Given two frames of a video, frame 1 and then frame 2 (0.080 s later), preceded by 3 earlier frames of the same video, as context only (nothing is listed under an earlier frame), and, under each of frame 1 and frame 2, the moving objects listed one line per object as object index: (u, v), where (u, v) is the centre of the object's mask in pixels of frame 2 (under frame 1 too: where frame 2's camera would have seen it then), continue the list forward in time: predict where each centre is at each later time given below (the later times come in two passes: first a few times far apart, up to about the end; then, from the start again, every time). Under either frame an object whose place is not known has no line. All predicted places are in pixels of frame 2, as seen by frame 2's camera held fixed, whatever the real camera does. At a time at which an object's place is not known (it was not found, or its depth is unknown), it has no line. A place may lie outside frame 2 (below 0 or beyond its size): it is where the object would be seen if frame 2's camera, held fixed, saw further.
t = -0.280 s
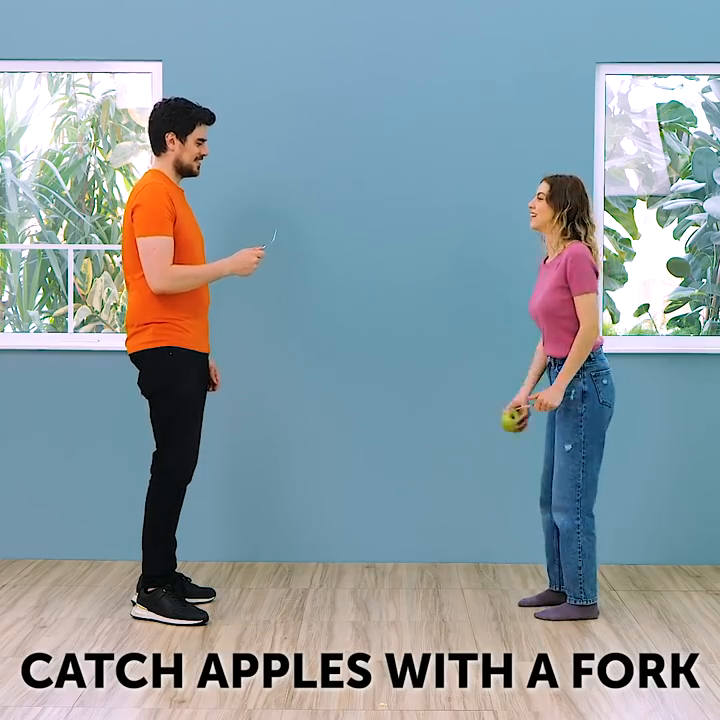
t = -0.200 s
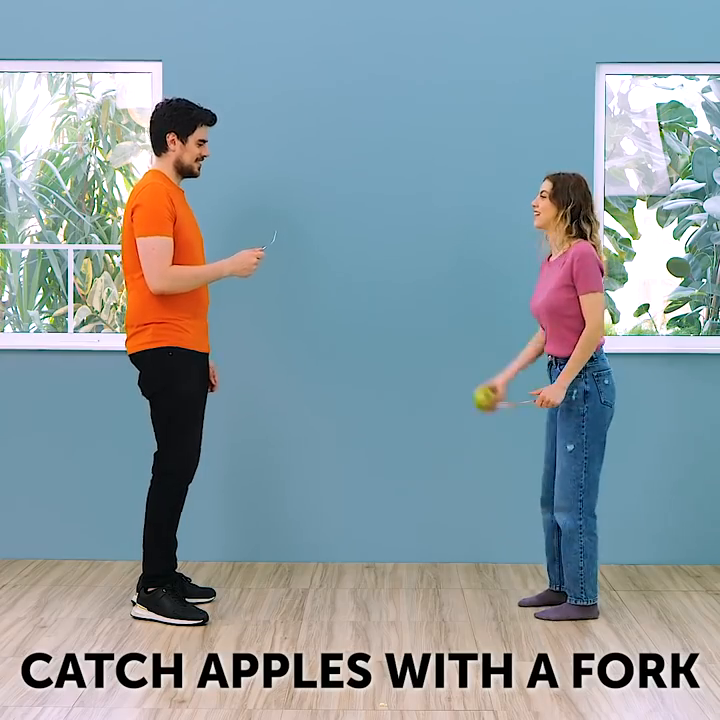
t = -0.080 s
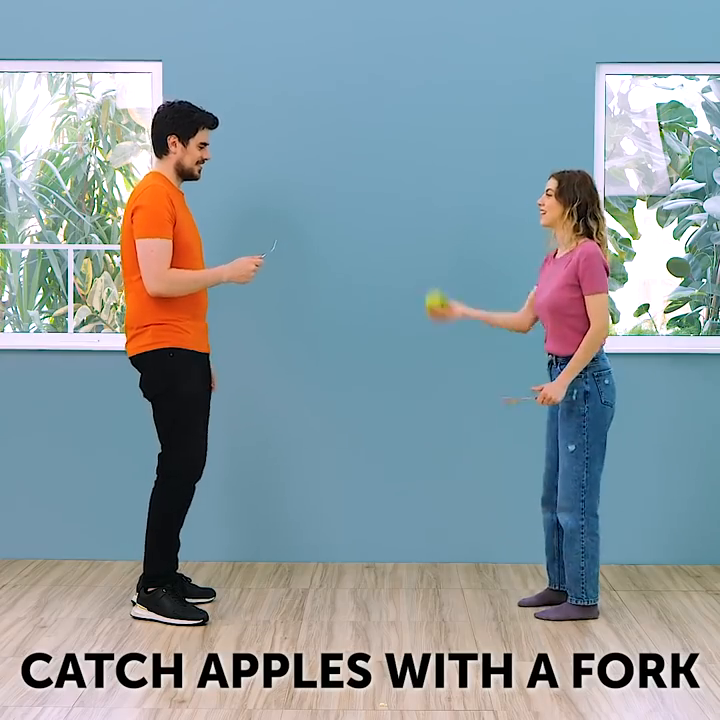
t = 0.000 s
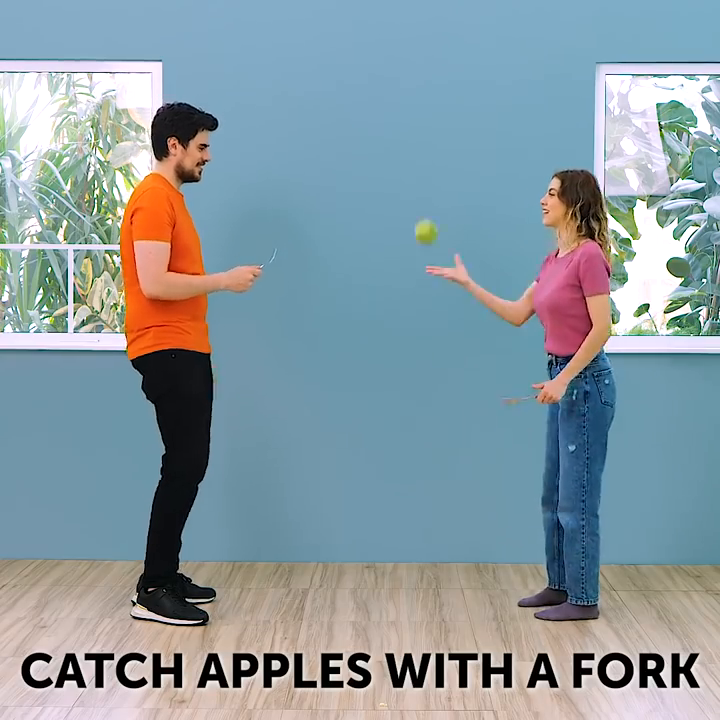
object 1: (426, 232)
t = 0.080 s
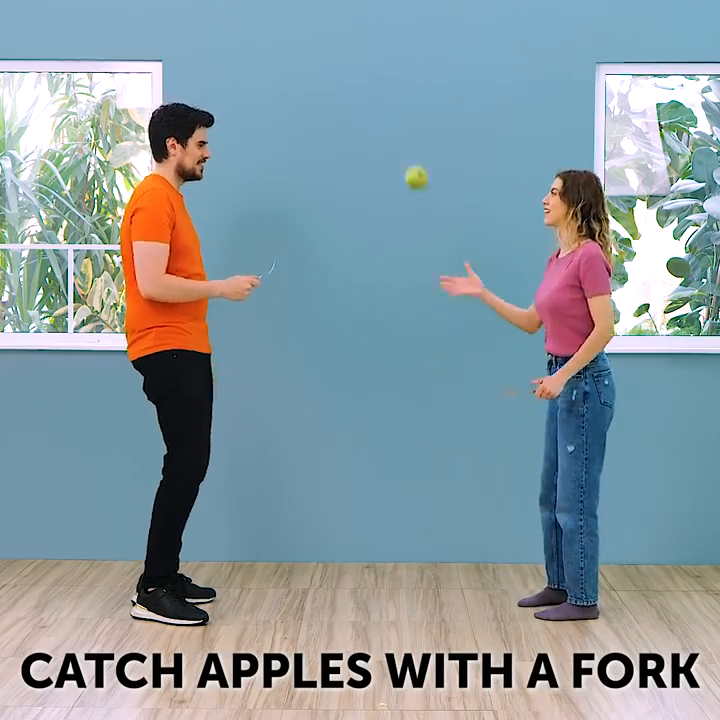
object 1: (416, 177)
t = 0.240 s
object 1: (396, 119)
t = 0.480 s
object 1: (364, 159)
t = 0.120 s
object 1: (411, 156)
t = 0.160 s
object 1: (406, 139)
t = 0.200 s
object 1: (401, 127)
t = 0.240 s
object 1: (396, 119)
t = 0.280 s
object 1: (390, 115)
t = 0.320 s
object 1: (385, 115)
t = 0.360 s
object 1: (380, 119)
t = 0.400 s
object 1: (375, 128)
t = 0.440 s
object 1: (370, 142)
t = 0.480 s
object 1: (364, 159)
